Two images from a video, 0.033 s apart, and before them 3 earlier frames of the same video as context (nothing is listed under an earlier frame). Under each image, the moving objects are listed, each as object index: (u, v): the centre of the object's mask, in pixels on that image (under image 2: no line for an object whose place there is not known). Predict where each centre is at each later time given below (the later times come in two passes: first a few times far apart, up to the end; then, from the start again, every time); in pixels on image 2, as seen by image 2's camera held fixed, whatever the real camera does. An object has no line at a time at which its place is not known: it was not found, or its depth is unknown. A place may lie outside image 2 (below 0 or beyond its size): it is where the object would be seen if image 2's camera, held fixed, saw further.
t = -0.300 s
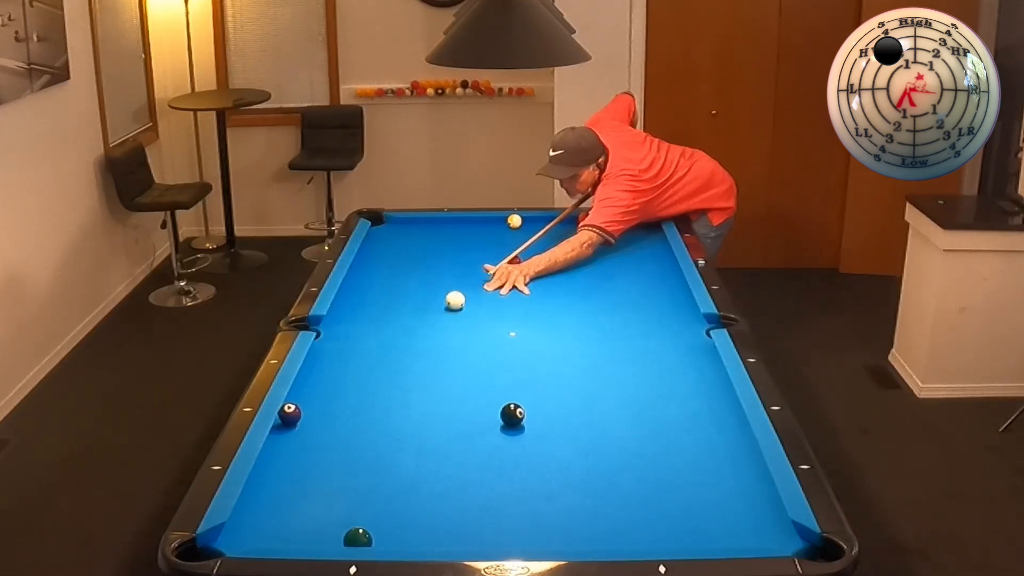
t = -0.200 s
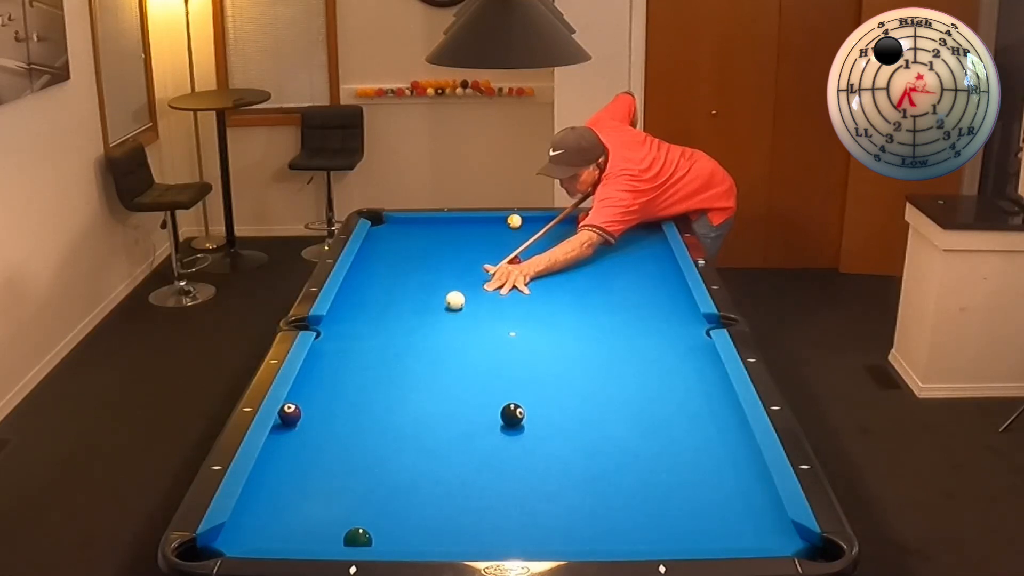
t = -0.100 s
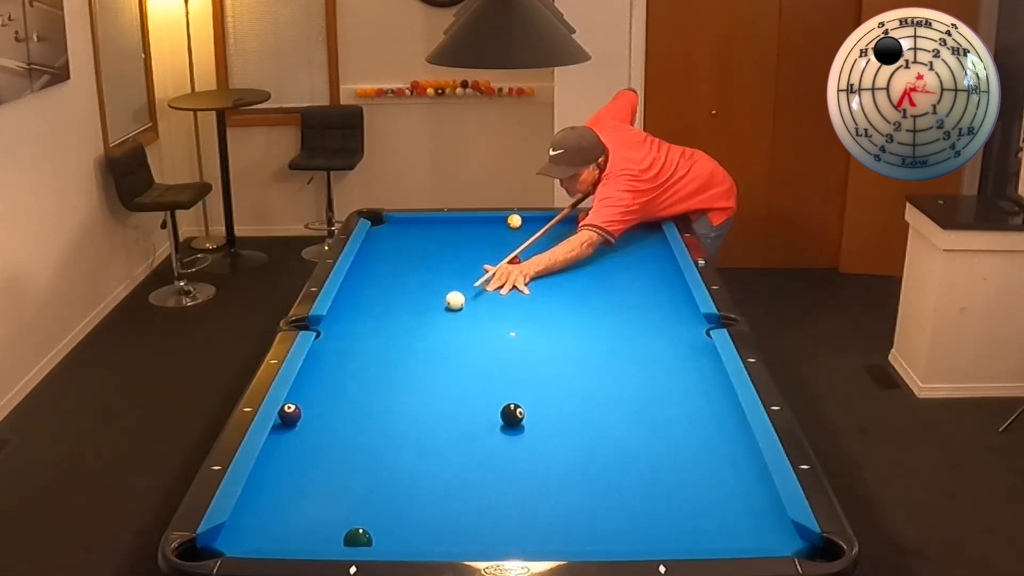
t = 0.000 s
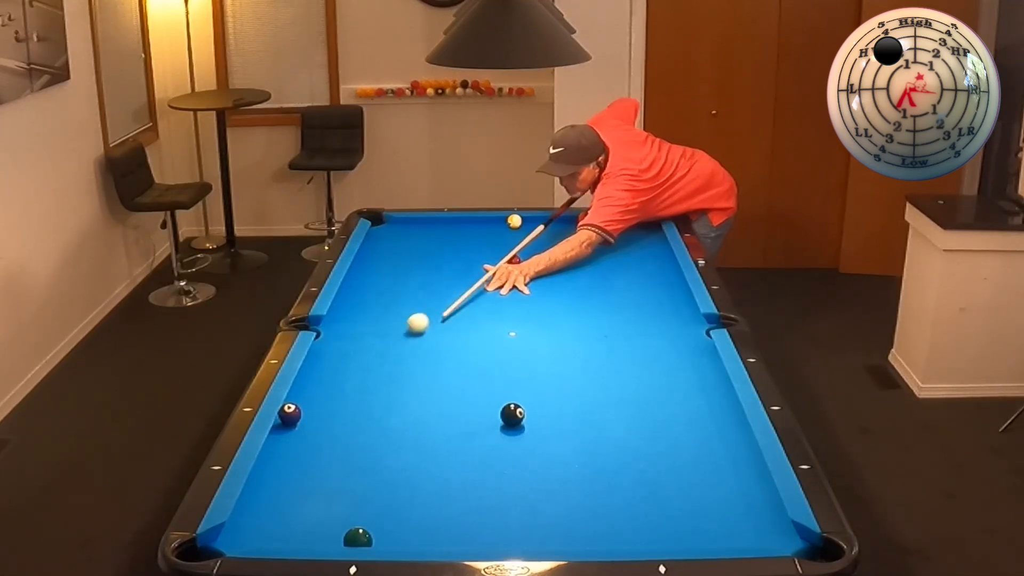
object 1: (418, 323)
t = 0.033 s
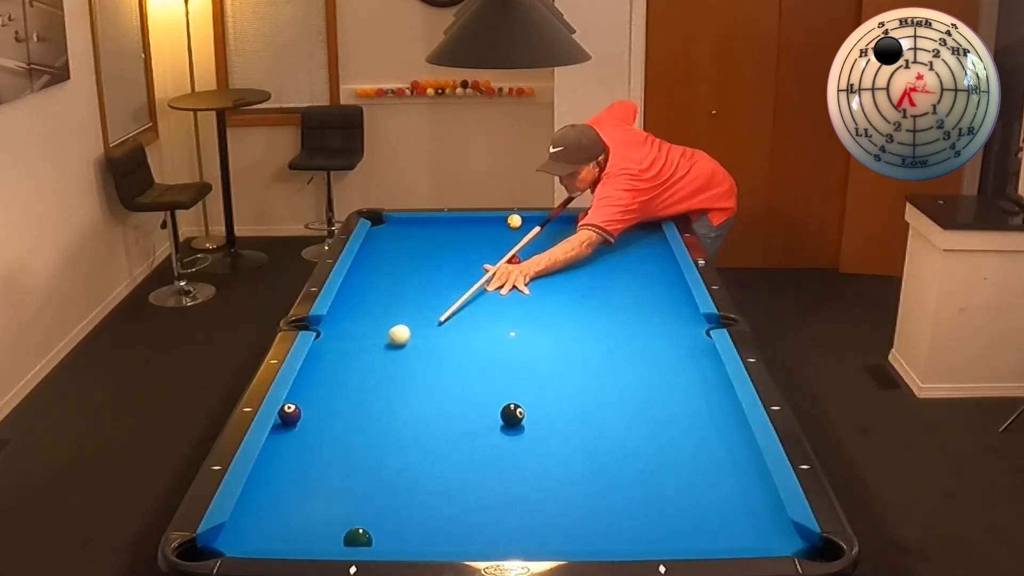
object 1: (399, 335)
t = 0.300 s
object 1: (314, 411)
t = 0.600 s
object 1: (361, 462)
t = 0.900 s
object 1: (407, 530)
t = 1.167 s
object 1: (481, 514)
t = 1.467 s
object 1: (561, 480)
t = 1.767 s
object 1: (629, 449)
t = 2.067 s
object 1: (687, 423)
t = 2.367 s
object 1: (722, 401)
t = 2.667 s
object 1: (685, 385)
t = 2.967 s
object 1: (651, 371)
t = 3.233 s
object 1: (624, 360)
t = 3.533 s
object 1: (597, 349)
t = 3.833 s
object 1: (573, 339)
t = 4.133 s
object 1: (551, 331)
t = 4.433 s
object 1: (533, 324)
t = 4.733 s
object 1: (516, 318)
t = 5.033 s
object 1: (501, 313)
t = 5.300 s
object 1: (490, 309)
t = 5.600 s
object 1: (479, 305)
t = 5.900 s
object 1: (470, 302)
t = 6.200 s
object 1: (462, 300)
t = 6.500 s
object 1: (457, 299)
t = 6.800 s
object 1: (453, 298)
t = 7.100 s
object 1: (451, 298)
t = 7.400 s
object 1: (451, 298)
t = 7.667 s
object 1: (451, 298)
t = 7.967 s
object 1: (451, 297)
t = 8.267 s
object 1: (452, 297)
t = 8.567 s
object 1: (452, 297)
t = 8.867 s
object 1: (452, 297)
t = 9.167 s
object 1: (452, 297)
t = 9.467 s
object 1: (452, 297)
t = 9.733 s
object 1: (452, 297)
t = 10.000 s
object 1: (452, 297)
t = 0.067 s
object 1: (380, 347)
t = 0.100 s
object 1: (361, 360)
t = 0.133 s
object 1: (342, 373)
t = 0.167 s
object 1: (322, 385)
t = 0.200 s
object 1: (303, 398)
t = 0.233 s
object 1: (297, 404)
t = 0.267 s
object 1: (306, 408)
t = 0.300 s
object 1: (314, 411)
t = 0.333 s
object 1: (321, 415)
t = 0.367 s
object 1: (328, 419)
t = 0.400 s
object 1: (334, 424)
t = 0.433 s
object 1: (339, 430)
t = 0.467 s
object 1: (344, 436)
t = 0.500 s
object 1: (348, 442)
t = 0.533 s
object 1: (352, 449)
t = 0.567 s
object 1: (357, 455)
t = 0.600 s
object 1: (361, 462)
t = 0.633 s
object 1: (366, 469)
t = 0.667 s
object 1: (370, 476)
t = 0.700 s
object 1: (375, 483)
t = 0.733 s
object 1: (380, 490)
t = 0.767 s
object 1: (386, 498)
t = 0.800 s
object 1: (391, 506)
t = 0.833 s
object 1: (396, 514)
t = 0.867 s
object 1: (401, 522)
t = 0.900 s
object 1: (407, 530)
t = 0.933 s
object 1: (413, 536)
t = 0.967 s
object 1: (421, 538)
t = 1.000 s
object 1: (432, 535)
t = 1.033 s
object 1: (442, 531)
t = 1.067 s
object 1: (452, 527)
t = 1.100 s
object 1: (462, 522)
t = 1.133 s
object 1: (471, 518)
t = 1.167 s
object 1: (481, 514)
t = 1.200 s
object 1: (491, 510)
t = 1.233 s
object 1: (500, 506)
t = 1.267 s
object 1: (509, 502)
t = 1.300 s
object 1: (518, 498)
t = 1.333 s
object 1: (527, 494)
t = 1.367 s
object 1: (536, 490)
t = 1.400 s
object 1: (544, 487)
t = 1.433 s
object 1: (552, 483)
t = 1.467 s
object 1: (561, 480)
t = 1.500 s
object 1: (569, 476)
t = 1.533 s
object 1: (577, 472)
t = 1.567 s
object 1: (584, 469)
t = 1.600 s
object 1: (592, 465)
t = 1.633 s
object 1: (600, 462)
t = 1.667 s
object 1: (607, 459)
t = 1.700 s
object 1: (614, 456)
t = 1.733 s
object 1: (622, 452)
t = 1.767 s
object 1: (629, 449)
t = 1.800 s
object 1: (636, 446)
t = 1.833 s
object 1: (642, 443)
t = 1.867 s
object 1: (649, 440)
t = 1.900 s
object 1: (656, 437)
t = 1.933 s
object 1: (662, 434)
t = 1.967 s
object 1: (668, 431)
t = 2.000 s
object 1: (675, 429)
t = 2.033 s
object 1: (681, 426)
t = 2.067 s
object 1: (687, 423)
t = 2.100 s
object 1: (693, 420)
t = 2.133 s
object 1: (699, 418)
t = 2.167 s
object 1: (704, 415)
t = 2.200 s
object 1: (710, 412)
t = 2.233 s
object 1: (716, 410)
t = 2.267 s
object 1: (721, 407)
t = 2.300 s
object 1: (726, 405)
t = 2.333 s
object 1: (727, 403)
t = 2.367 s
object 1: (722, 401)
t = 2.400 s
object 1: (718, 399)
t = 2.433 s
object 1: (714, 397)
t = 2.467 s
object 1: (709, 395)
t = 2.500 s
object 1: (705, 393)
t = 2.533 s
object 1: (701, 392)
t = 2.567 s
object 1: (697, 390)
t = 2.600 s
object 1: (693, 388)
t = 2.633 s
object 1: (689, 387)
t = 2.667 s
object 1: (685, 385)
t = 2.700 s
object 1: (681, 383)
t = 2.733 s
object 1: (677, 382)
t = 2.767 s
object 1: (673, 380)
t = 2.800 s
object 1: (669, 379)
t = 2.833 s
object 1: (666, 377)
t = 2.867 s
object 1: (662, 375)
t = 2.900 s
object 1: (658, 374)
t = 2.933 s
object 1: (655, 372)
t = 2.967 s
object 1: (651, 371)
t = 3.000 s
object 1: (648, 369)
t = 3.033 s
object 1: (644, 368)
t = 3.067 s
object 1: (641, 367)
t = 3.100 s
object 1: (637, 365)
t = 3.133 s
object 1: (634, 364)
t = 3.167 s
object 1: (631, 363)
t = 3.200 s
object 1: (627, 361)
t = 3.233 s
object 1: (624, 360)
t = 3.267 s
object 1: (621, 359)
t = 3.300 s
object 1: (618, 357)
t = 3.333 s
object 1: (615, 356)
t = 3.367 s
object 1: (612, 355)
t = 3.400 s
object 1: (609, 354)
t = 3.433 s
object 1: (606, 353)
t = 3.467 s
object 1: (603, 351)
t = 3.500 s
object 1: (600, 350)
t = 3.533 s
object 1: (597, 349)
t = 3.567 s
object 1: (594, 348)
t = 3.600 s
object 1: (591, 347)
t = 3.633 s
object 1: (589, 346)
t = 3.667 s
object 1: (586, 345)
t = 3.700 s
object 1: (583, 344)
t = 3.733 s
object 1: (581, 343)
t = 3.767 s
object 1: (578, 342)
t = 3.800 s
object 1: (575, 340)
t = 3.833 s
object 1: (573, 339)
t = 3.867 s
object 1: (570, 338)
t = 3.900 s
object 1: (568, 338)
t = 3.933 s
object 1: (565, 336)
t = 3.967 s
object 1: (563, 336)
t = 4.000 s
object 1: (561, 334)
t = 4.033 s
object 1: (558, 334)
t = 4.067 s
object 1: (556, 333)
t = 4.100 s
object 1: (554, 332)
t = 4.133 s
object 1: (551, 331)
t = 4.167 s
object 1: (549, 330)
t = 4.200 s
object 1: (547, 329)
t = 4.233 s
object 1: (545, 328)
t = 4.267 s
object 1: (543, 327)
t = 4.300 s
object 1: (541, 327)
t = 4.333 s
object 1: (539, 326)
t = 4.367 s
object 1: (537, 325)
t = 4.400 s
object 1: (535, 324)
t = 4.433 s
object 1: (533, 324)
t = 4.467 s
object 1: (531, 323)
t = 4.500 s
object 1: (528, 322)
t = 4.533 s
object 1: (527, 322)
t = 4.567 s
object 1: (525, 321)
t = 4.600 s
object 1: (523, 320)
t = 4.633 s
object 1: (521, 320)
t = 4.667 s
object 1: (520, 319)
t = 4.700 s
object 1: (518, 318)
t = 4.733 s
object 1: (516, 318)
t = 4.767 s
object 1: (514, 317)
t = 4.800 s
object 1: (513, 316)
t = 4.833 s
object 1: (511, 316)
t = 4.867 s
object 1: (509, 315)
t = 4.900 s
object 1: (508, 315)
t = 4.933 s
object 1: (506, 314)
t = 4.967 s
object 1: (505, 314)
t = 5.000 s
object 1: (503, 313)
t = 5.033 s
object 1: (501, 313)
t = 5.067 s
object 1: (500, 312)
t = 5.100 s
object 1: (499, 312)
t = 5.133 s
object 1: (497, 311)
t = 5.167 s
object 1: (496, 310)
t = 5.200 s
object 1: (494, 310)
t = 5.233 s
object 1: (493, 310)
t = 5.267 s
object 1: (492, 309)
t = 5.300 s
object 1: (490, 309)
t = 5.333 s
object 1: (489, 308)
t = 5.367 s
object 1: (488, 308)
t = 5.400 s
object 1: (487, 307)
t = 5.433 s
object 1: (485, 307)
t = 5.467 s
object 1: (484, 306)
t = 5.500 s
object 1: (483, 306)
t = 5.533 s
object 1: (482, 306)
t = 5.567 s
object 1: (481, 305)
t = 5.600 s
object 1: (479, 305)
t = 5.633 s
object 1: (478, 305)
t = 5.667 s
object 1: (477, 305)
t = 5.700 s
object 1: (476, 304)
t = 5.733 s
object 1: (475, 304)
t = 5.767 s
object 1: (474, 303)
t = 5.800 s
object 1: (473, 303)
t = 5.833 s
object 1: (472, 303)
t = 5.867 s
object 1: (471, 302)
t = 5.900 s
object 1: (470, 302)
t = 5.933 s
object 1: (469, 302)
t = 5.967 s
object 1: (468, 302)
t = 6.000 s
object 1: (467, 301)
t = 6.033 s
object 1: (466, 301)
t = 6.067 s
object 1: (465, 301)
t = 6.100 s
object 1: (465, 301)
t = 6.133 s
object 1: (464, 301)
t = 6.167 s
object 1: (463, 301)
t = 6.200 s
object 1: (462, 300)
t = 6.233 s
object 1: (462, 300)
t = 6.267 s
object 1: (461, 300)
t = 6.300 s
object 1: (460, 300)
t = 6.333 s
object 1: (460, 300)
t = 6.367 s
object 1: (459, 299)
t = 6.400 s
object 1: (459, 299)
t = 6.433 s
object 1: (458, 299)
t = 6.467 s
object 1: (458, 299)
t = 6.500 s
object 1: (457, 299)
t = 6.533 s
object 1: (456, 299)
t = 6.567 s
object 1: (456, 298)
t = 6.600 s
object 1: (455, 298)
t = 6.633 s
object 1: (455, 298)
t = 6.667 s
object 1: (454, 298)
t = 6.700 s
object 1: (454, 298)
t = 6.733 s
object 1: (454, 298)
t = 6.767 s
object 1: (453, 298)
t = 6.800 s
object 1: (453, 298)
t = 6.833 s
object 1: (453, 298)
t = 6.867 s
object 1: (452, 298)
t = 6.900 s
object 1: (452, 298)
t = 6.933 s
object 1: (452, 298)
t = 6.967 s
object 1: (452, 298)
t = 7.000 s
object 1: (452, 298)
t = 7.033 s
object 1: (451, 298)
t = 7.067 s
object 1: (451, 298)
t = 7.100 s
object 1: (451, 298)
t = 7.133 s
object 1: (451, 298)
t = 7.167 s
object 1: (451, 298)
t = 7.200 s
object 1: (451, 298)
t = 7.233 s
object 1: (451, 298)
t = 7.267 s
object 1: (451, 298)
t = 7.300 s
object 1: (451, 298)
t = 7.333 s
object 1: (451, 298)
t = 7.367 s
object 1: (451, 298)
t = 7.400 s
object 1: (451, 298)
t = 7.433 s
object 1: (451, 298)
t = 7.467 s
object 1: (451, 298)
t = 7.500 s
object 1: (451, 298)
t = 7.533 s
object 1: (451, 297)
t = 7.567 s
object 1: (451, 298)
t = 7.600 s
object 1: (451, 298)
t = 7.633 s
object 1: (451, 298)
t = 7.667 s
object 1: (451, 298)
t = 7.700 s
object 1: (451, 297)
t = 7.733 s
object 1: (451, 298)
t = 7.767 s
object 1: (451, 298)
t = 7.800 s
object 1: (451, 298)
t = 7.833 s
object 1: (451, 298)
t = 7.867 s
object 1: (451, 298)
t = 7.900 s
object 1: (451, 298)
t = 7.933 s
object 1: (451, 298)
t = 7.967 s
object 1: (451, 297)
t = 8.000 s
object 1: (451, 297)
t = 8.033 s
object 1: (451, 297)
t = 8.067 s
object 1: (451, 297)
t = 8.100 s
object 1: (451, 297)
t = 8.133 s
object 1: (452, 297)
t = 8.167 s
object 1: (451, 297)
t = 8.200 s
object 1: (451, 297)
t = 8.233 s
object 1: (452, 297)
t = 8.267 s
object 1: (452, 297)
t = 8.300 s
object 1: (452, 297)
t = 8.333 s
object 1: (452, 297)
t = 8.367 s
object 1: (452, 297)
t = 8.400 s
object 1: (451, 297)
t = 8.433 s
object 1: (452, 297)
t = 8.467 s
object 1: (452, 297)
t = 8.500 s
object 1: (452, 297)
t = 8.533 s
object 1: (451, 297)
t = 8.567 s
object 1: (452, 297)
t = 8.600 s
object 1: (451, 297)
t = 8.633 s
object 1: (451, 297)
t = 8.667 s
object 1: (451, 297)
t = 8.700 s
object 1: (451, 297)
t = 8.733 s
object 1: (452, 297)
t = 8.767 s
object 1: (452, 297)
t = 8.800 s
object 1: (452, 297)
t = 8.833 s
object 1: (452, 297)
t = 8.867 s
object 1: (452, 297)
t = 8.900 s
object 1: (452, 297)
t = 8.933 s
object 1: (452, 297)
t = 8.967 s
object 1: (452, 297)
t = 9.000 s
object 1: (452, 297)
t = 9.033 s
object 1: (452, 297)
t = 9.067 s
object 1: (452, 297)
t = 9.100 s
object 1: (452, 297)
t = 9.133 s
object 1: (452, 297)
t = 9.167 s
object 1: (452, 297)
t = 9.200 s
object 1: (452, 297)
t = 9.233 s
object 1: (452, 297)
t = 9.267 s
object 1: (452, 297)
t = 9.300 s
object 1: (452, 297)
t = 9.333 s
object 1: (452, 297)
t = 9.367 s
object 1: (452, 297)
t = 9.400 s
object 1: (452, 297)
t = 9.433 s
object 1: (452, 297)
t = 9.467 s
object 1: (452, 297)
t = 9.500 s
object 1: (452, 297)
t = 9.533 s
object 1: (452, 297)
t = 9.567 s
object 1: (452, 297)
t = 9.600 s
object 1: (452, 297)
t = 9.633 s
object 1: (452, 297)
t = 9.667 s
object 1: (452, 297)
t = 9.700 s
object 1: (452, 297)
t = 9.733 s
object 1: (452, 297)
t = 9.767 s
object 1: (451, 297)
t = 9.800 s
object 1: (451, 297)
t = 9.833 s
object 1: (451, 297)
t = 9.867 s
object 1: (452, 297)
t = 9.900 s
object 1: (452, 297)
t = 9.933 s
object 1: (452, 297)
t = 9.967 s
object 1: (452, 297)
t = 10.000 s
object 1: (452, 297)
